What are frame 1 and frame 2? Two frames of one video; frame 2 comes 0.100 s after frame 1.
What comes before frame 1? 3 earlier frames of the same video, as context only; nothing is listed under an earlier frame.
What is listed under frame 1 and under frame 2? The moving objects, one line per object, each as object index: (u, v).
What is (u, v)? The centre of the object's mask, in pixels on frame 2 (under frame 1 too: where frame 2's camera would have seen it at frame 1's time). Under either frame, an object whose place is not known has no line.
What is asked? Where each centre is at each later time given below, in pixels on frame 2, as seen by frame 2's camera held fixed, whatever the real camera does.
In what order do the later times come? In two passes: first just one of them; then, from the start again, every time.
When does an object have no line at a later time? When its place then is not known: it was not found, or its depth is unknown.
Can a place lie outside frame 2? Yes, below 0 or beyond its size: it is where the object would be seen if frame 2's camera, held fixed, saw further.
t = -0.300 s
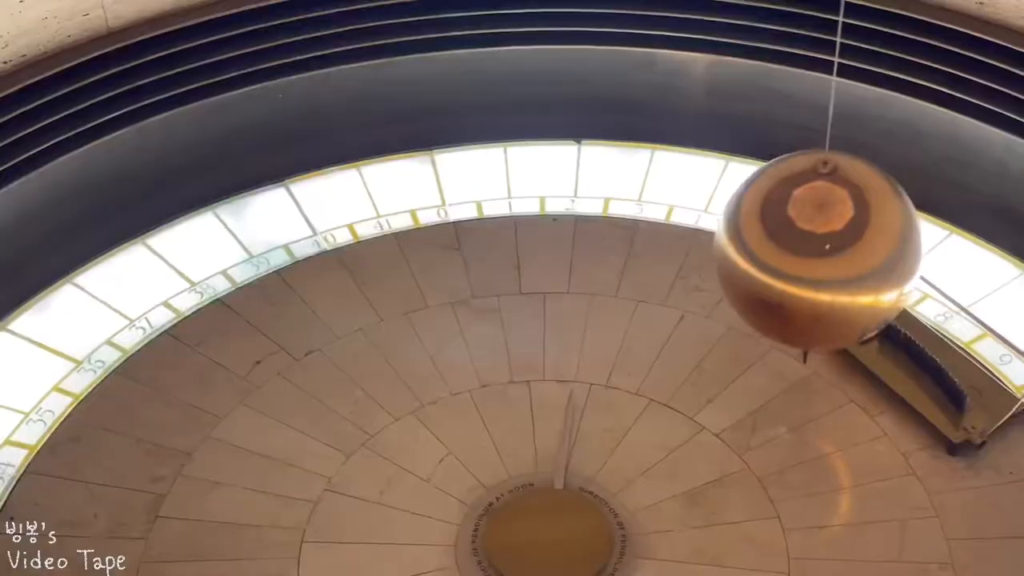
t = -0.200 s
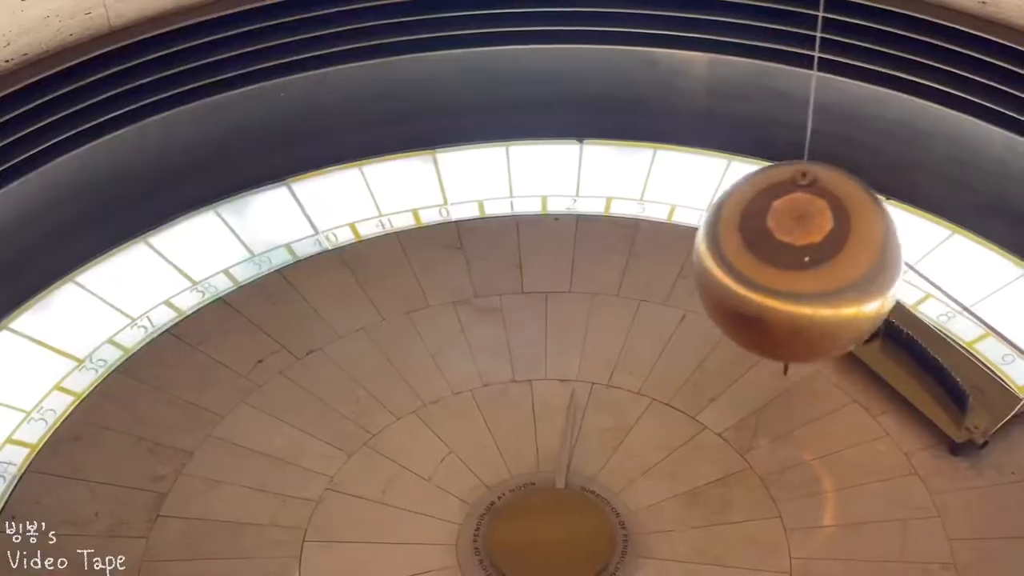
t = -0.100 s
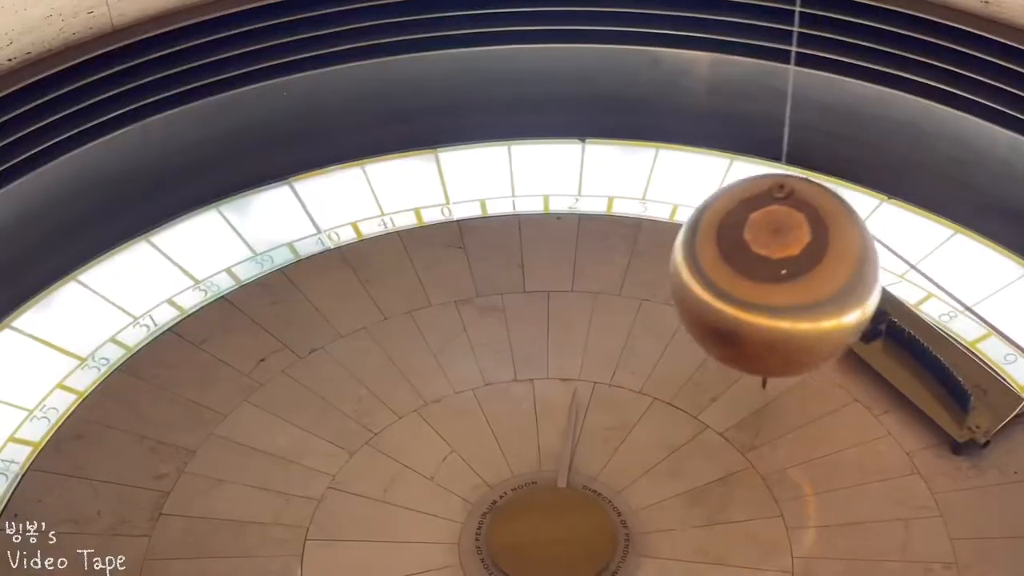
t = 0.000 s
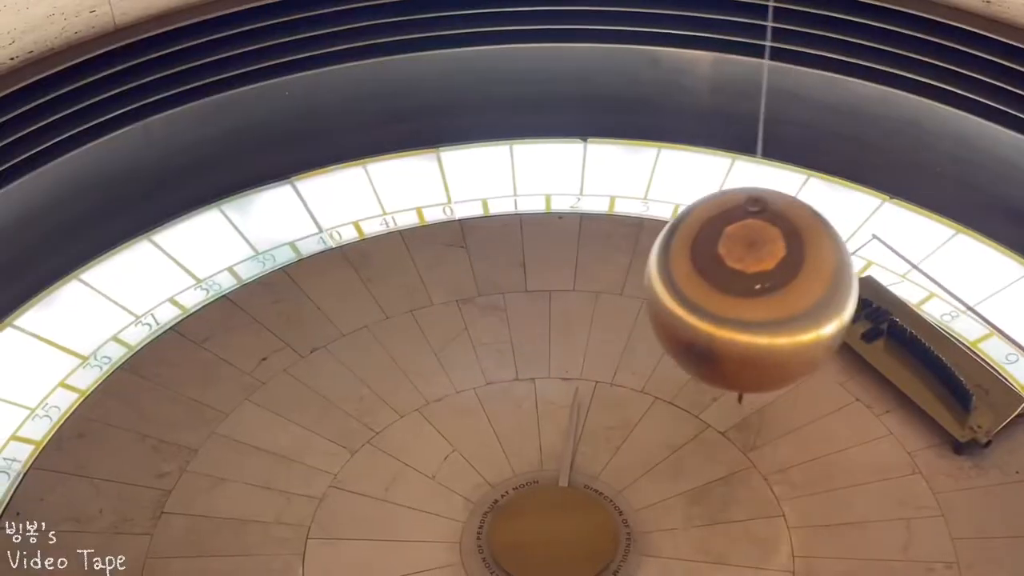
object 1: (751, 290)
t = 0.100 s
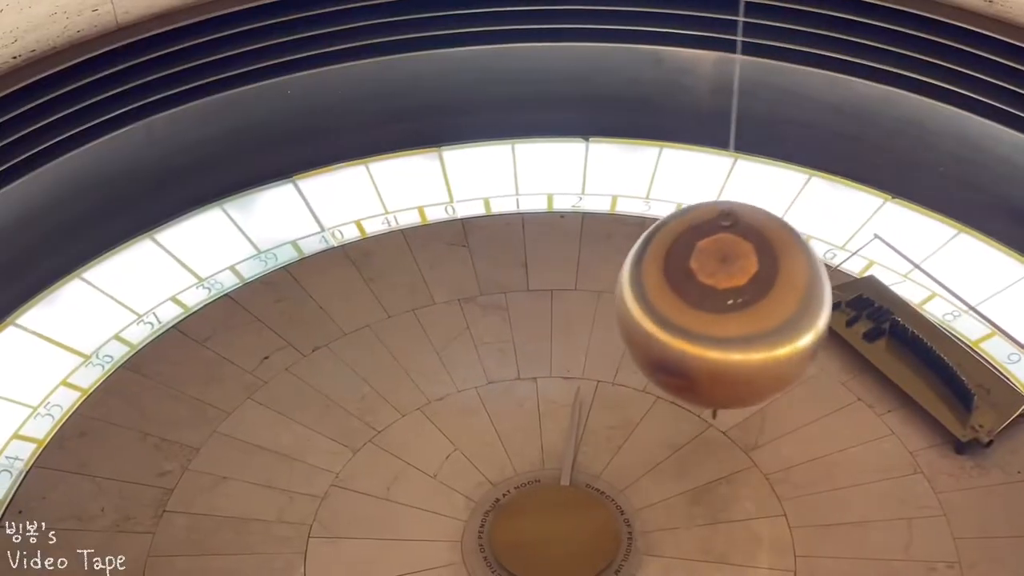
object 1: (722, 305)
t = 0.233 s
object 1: (679, 327)
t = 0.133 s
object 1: (713, 310)
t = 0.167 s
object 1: (701, 315)
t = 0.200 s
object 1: (690, 321)
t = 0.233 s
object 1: (679, 327)
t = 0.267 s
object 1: (668, 332)
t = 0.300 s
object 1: (655, 338)
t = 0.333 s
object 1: (644, 345)
